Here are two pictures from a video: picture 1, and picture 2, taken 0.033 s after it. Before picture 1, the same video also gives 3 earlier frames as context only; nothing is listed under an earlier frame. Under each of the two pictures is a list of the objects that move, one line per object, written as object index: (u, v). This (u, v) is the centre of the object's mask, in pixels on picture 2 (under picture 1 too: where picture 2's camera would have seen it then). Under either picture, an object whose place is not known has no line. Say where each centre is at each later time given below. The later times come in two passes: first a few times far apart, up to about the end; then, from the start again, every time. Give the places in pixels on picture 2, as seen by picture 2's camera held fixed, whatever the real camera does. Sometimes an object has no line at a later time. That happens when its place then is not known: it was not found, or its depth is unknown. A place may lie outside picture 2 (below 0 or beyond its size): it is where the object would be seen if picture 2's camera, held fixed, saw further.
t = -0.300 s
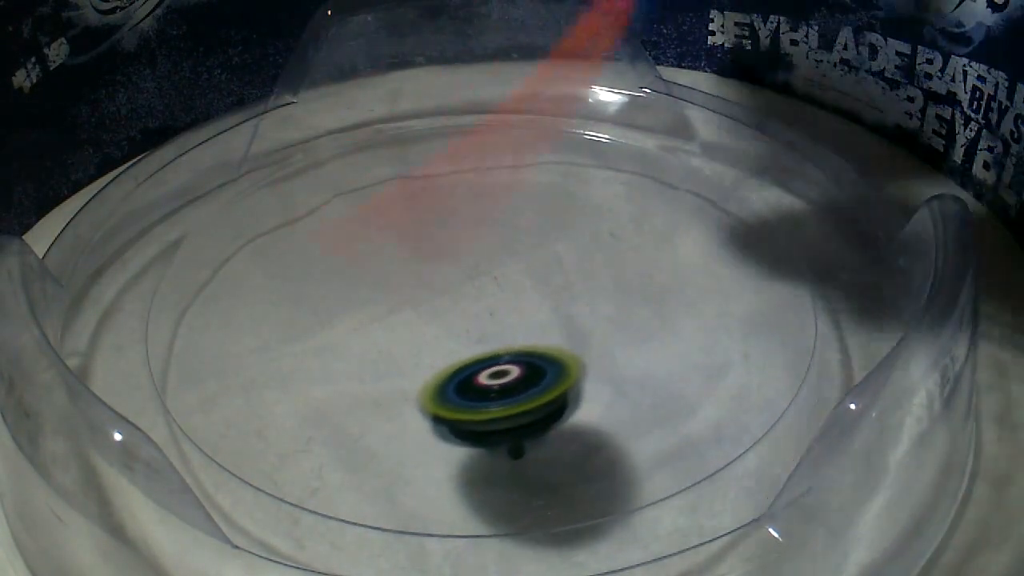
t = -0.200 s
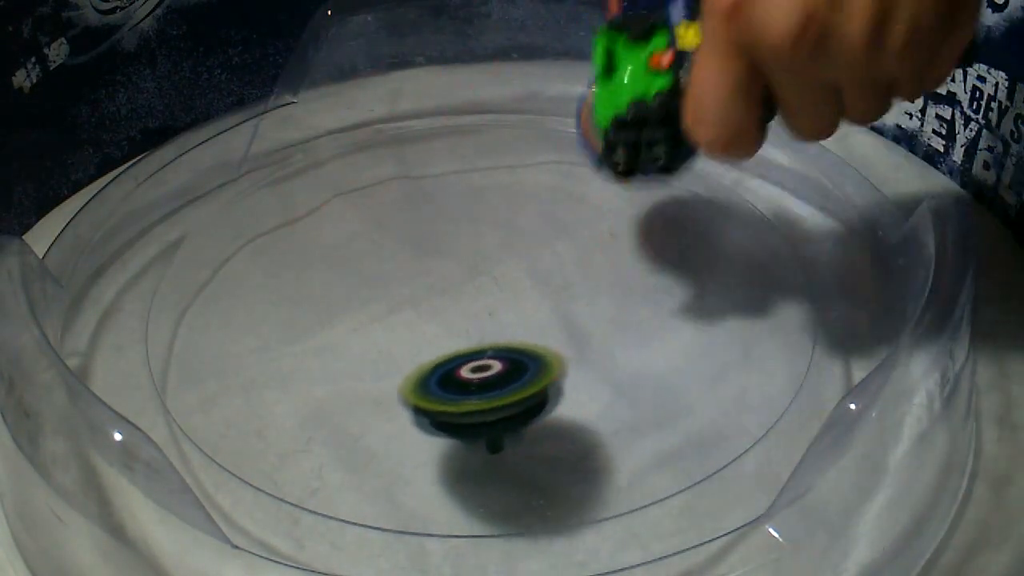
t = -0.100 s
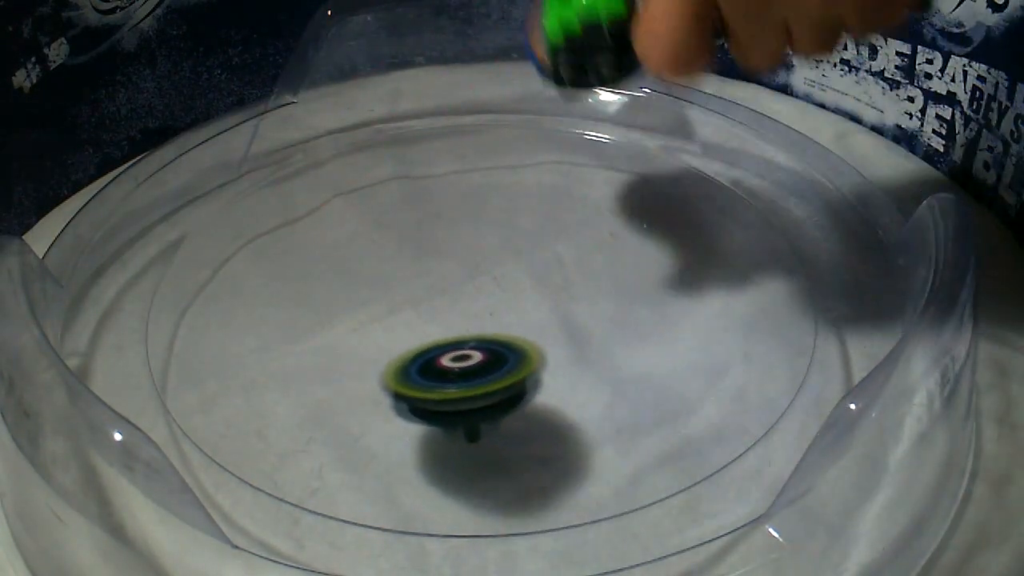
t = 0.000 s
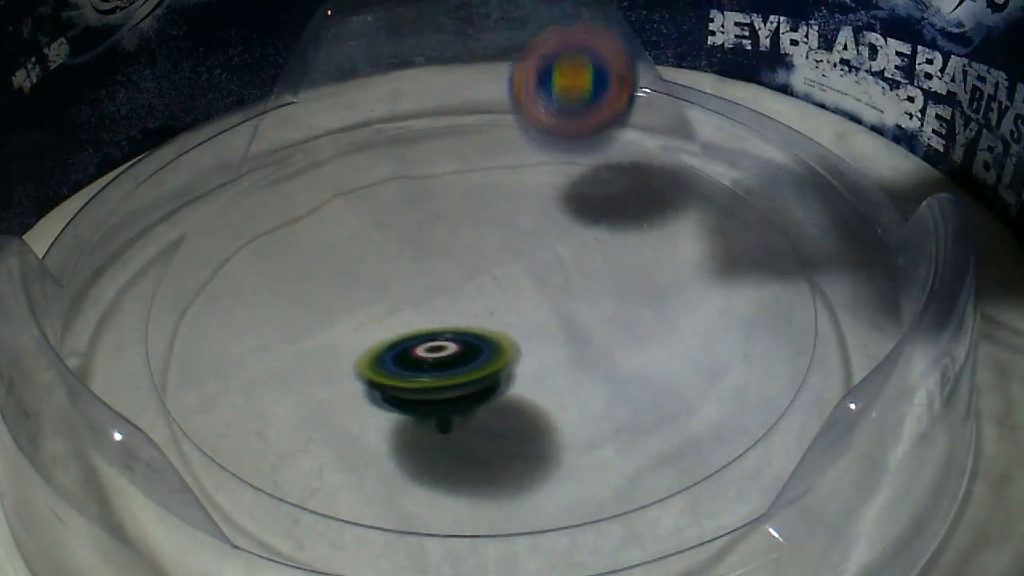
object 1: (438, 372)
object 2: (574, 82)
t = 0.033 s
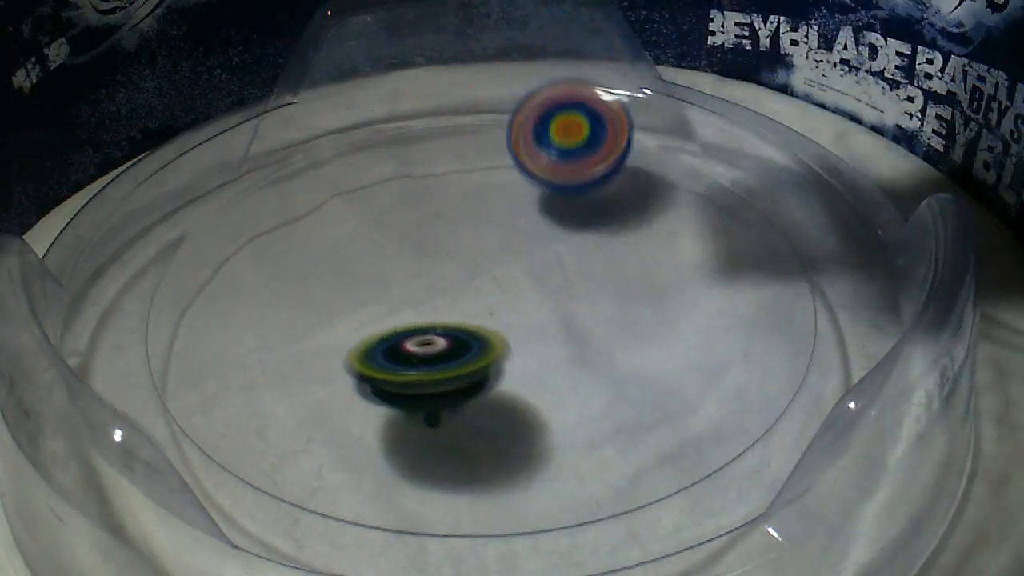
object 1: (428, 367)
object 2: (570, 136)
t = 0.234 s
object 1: (365, 351)
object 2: (567, 241)
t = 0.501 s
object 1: (321, 331)
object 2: (601, 382)
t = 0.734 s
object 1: (312, 309)
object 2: (639, 320)
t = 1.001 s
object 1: (305, 272)
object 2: (710, 170)
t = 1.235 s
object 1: (310, 245)
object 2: (704, 173)
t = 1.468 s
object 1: (332, 225)
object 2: (691, 208)
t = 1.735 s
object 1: (377, 201)
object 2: (669, 253)
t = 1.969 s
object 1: (428, 184)
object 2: (676, 291)
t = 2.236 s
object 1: (483, 179)
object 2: (689, 318)
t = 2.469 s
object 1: (527, 181)
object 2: (671, 337)
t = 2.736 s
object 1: (566, 195)
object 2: (623, 363)
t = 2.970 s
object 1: (609, 224)
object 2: (588, 390)
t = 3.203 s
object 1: (636, 243)
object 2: (559, 407)
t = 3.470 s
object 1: (622, 282)
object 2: (512, 406)
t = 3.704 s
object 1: (612, 330)
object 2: (447, 393)
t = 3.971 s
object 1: (606, 334)
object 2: (371, 376)
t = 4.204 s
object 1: (486, 345)
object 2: (324, 359)
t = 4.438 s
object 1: (547, 313)
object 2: (210, 325)
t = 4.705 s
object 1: (423, 297)
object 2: (204, 296)
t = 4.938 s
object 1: (424, 342)
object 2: (244, 272)
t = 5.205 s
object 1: (468, 284)
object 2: (310, 251)
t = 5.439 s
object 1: (446, 263)
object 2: (326, 204)
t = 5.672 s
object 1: (442, 275)
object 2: (362, 189)
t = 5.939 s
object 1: (482, 274)
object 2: (432, 181)
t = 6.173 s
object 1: (539, 254)
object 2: (492, 171)
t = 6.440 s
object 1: (527, 277)
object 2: (539, 154)
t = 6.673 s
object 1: (532, 290)
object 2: (568, 178)
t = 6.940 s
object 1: (522, 305)
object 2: (615, 215)
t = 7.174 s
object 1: (506, 325)
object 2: (657, 240)
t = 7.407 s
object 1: (503, 320)
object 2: (673, 267)
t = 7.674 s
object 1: (457, 314)
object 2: (663, 308)
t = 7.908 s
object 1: (444, 303)
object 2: (632, 343)
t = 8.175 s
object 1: (435, 293)
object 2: (579, 375)
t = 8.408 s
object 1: (439, 276)
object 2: (518, 392)
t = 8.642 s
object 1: (465, 267)
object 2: (452, 391)
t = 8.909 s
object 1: (476, 267)
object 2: (384, 374)
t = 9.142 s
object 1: (494, 268)
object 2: (343, 349)
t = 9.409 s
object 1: (508, 275)
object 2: (320, 313)
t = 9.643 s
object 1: (510, 285)
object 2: (318, 279)
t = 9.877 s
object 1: (502, 293)
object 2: (337, 249)
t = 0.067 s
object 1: (418, 366)
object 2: (569, 120)
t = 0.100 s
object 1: (407, 364)
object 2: (568, 126)
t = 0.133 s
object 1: (396, 360)
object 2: (567, 158)
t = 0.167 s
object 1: (384, 357)
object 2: (566, 192)
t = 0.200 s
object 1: (375, 352)
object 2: (567, 206)
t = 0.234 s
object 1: (365, 351)
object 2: (567, 241)
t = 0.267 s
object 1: (356, 348)
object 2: (570, 258)
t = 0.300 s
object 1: (348, 345)
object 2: (573, 286)
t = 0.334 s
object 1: (341, 342)
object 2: (577, 311)
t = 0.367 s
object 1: (333, 339)
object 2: (581, 330)
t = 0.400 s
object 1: (329, 335)
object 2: (586, 350)
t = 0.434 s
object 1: (325, 333)
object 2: (591, 364)
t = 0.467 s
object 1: (323, 332)
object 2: (596, 375)
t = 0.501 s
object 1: (321, 331)
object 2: (601, 382)
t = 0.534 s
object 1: (321, 329)
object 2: (605, 385)
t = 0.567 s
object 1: (320, 327)
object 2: (611, 384)
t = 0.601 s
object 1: (319, 324)
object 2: (618, 379)
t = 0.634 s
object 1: (317, 320)
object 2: (625, 370)
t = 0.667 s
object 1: (315, 317)
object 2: (630, 356)
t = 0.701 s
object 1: (314, 313)
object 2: (634, 339)
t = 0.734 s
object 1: (312, 309)
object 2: (639, 320)
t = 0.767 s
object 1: (310, 305)
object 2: (645, 299)
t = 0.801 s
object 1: (308, 300)
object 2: (653, 278)
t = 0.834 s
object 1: (307, 296)
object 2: (662, 256)
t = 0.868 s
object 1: (306, 291)
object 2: (672, 235)
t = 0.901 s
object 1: (306, 286)
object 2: (682, 215)
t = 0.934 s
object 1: (306, 282)
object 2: (692, 196)
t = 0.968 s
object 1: (306, 278)
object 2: (701, 180)
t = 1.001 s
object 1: (305, 272)
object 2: (710, 170)
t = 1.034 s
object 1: (305, 268)
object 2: (719, 161)
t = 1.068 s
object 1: (304, 264)
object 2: (723, 158)
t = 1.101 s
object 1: (305, 260)
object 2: (718, 161)
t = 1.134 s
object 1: (305, 256)
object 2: (715, 161)
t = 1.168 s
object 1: (306, 252)
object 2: (711, 164)
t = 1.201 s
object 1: (307, 248)
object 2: (708, 169)
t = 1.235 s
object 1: (310, 245)
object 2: (704, 173)
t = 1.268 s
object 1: (312, 241)
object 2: (701, 176)
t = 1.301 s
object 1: (315, 239)
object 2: (698, 182)
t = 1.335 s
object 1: (318, 236)
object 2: (696, 187)
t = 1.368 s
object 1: (320, 233)
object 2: (693, 192)
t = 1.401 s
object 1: (324, 230)
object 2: (692, 197)
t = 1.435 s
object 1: (328, 228)
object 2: (691, 203)
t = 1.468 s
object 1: (332, 225)
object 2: (691, 208)
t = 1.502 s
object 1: (336, 222)
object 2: (690, 214)
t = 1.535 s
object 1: (341, 219)
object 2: (687, 220)
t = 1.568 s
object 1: (346, 217)
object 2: (684, 225)
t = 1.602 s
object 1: (352, 214)
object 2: (681, 231)
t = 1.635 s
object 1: (358, 211)
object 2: (677, 236)
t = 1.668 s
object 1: (364, 207)
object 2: (674, 242)
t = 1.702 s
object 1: (371, 204)
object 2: (671, 247)
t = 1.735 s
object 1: (377, 201)
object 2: (669, 253)
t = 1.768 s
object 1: (384, 198)
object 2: (667, 258)
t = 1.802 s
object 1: (390, 195)
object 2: (667, 264)
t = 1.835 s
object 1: (398, 193)
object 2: (667, 270)
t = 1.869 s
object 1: (406, 191)
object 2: (669, 275)
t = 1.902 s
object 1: (413, 188)
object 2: (670, 281)
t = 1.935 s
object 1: (420, 186)
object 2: (673, 286)
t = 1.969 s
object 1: (428, 184)
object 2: (676, 291)
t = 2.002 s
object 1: (436, 183)
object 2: (679, 295)
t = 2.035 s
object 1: (443, 181)
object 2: (682, 299)
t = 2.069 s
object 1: (450, 180)
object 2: (685, 303)
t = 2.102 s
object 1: (457, 180)
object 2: (686, 307)
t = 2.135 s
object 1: (464, 179)
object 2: (687, 310)
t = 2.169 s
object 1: (469, 179)
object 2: (688, 313)
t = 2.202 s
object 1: (476, 179)
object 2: (689, 316)
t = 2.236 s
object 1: (483, 179)
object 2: (689, 318)
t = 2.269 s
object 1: (490, 179)
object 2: (689, 321)
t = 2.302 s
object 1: (497, 179)
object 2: (688, 324)
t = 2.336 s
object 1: (504, 180)
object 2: (686, 326)
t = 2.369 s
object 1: (511, 180)
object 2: (684, 329)
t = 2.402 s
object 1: (517, 180)
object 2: (680, 332)
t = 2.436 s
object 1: (522, 180)
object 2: (676, 334)
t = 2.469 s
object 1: (527, 181)
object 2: (671, 337)
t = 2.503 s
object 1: (532, 181)
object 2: (666, 340)
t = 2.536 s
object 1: (538, 183)
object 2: (660, 343)
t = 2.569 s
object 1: (542, 184)
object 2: (654, 345)
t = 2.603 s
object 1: (546, 185)
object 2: (647, 349)
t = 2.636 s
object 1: (552, 187)
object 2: (641, 352)
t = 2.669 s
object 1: (556, 190)
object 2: (634, 355)
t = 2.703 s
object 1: (561, 192)
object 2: (629, 359)
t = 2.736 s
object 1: (566, 195)
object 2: (623, 363)
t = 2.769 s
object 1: (572, 199)
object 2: (617, 367)
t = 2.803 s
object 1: (578, 203)
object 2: (612, 371)
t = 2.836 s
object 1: (585, 207)
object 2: (607, 376)
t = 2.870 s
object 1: (590, 212)
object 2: (601, 380)
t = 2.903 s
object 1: (597, 216)
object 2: (597, 383)
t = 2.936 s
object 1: (603, 220)
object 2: (593, 387)
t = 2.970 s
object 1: (609, 224)
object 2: (588, 390)
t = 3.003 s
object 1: (615, 227)
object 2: (584, 393)
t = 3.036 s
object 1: (620, 231)
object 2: (580, 396)
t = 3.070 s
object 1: (625, 233)
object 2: (575, 398)
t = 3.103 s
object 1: (629, 236)
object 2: (571, 400)
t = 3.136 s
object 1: (632, 238)
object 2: (567, 402)
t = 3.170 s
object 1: (634, 241)
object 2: (563, 405)
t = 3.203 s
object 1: (636, 243)
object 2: (559, 407)
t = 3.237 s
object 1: (636, 246)
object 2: (554, 408)
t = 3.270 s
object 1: (636, 249)
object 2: (549, 409)
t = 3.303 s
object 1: (635, 253)
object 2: (544, 409)
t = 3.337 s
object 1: (634, 257)
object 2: (539, 409)
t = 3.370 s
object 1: (631, 263)
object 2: (533, 409)
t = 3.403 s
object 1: (628, 269)
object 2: (526, 409)
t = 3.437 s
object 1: (625, 275)
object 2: (520, 407)
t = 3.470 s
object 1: (622, 282)
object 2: (512, 406)
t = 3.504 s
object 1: (619, 290)
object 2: (505, 405)
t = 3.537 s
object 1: (616, 298)
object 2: (496, 403)
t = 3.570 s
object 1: (614, 306)
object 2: (487, 401)
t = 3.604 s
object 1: (613, 313)
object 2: (478, 399)
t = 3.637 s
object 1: (611, 320)
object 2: (467, 397)
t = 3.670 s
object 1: (611, 325)
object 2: (457, 395)
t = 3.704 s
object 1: (612, 330)
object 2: (447, 393)
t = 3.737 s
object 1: (613, 334)
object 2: (436, 391)
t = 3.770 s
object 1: (615, 337)
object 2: (426, 389)
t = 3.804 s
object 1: (619, 338)
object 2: (416, 387)
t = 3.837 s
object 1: (620, 339)
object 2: (406, 385)
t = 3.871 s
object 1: (621, 338)
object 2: (397, 383)
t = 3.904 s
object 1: (620, 337)
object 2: (388, 380)
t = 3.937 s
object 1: (615, 335)
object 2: (379, 378)
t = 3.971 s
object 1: (606, 334)
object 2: (371, 376)
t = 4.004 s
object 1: (594, 333)
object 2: (362, 374)
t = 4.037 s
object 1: (578, 334)
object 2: (354, 371)
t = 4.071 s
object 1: (560, 335)
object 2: (347, 369)
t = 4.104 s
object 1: (540, 337)
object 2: (340, 367)
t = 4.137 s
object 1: (522, 339)
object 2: (334, 365)
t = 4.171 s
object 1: (503, 342)
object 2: (329, 362)
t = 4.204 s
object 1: (486, 345)
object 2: (324, 359)
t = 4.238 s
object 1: (502, 345)
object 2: (292, 353)
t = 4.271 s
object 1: (525, 345)
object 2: (263, 346)
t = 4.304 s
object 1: (541, 343)
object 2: (245, 339)
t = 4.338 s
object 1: (551, 338)
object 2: (233, 335)
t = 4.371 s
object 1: (554, 331)
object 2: (223, 331)
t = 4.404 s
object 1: (553, 322)
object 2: (216, 328)
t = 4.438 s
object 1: (547, 313)
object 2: (210, 325)
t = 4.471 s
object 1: (537, 306)
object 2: (205, 321)
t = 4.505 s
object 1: (524, 300)
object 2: (202, 318)
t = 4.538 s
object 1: (507, 295)
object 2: (200, 314)
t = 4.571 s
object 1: (490, 292)
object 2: (199, 311)
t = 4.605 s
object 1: (472, 291)
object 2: (198, 307)
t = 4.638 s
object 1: (454, 292)
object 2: (199, 303)
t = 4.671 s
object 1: (438, 294)
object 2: (200, 300)
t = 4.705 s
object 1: (423, 297)
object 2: (204, 296)
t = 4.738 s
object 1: (411, 302)
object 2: (208, 292)
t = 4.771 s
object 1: (401, 309)
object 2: (213, 289)
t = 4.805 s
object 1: (396, 316)
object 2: (219, 286)
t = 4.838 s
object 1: (395, 324)
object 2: (224, 282)
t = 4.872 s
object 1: (400, 332)
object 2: (231, 278)
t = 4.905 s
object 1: (410, 338)
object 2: (237, 274)
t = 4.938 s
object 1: (424, 342)
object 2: (244, 272)
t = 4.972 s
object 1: (440, 342)
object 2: (251, 269)
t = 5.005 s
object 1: (455, 338)
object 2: (258, 267)
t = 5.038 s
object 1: (466, 332)
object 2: (266, 265)
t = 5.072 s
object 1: (474, 323)
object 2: (275, 263)
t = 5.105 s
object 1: (478, 313)
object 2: (284, 261)
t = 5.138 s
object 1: (478, 303)
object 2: (292, 258)
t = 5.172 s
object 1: (474, 293)
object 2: (301, 254)
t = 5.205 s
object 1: (468, 284)
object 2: (310, 251)
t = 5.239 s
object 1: (459, 277)
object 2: (319, 246)
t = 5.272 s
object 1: (456, 271)
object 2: (321, 239)
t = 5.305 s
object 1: (457, 269)
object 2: (320, 230)
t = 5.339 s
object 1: (458, 269)
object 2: (321, 221)
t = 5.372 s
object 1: (456, 269)
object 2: (322, 214)
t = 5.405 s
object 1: (452, 266)
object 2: (323, 209)
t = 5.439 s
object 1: (446, 263)
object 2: (326, 204)
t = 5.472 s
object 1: (440, 261)
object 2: (329, 199)
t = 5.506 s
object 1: (435, 262)
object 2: (332, 195)
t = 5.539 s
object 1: (431, 265)
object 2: (336, 192)
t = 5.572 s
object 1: (431, 268)
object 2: (341, 190)
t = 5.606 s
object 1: (434, 272)
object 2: (348, 190)
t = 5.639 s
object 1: (438, 274)
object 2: (355, 189)
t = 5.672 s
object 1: (442, 275)
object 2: (362, 189)
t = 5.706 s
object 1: (447, 274)
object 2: (370, 188)
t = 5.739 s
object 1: (451, 273)
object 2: (378, 188)
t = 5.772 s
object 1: (454, 271)
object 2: (386, 187)
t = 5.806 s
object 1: (457, 268)
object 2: (394, 186)
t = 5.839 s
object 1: (460, 268)
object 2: (403, 184)
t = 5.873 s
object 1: (465, 268)
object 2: (412, 182)
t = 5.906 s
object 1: (472, 271)
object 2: (423, 181)
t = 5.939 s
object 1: (482, 274)
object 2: (432, 181)
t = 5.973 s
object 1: (494, 276)
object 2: (442, 181)
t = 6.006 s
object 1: (508, 276)
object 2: (451, 180)
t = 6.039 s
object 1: (519, 274)
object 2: (460, 179)
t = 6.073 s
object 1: (527, 269)
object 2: (468, 178)
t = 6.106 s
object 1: (535, 264)
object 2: (477, 175)
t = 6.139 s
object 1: (539, 258)
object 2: (485, 173)
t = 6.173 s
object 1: (539, 254)
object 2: (492, 171)
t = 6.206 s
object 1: (537, 258)
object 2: (500, 167)
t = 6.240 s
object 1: (534, 264)
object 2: (508, 162)
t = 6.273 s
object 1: (530, 268)
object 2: (514, 158)
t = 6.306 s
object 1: (527, 271)
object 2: (520, 155)
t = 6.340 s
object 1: (524, 273)
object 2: (525, 153)
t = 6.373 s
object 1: (523, 273)
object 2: (530, 153)
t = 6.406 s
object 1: (525, 273)
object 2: (535, 153)
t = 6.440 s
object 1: (527, 277)
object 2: (539, 154)
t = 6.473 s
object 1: (528, 283)
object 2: (543, 156)
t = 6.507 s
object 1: (529, 288)
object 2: (548, 159)
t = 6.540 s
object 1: (532, 290)
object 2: (551, 162)
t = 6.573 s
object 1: (533, 291)
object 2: (556, 165)
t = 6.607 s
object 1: (533, 291)
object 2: (560, 169)
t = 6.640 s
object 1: (532, 291)
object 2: (564, 173)
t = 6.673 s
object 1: (532, 290)
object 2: (568, 178)
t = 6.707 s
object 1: (532, 289)
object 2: (572, 184)
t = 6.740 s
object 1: (532, 288)
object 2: (577, 189)
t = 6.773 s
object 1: (535, 288)
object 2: (582, 193)
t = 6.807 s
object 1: (536, 289)
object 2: (586, 197)
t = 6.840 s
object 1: (538, 290)
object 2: (592, 201)
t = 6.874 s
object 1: (534, 294)
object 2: (600, 206)
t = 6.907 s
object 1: (527, 299)
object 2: (608, 211)
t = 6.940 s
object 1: (522, 305)
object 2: (615, 215)
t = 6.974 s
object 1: (512, 315)
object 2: (627, 220)
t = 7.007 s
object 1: (510, 318)
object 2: (630, 221)
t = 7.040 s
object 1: (507, 323)
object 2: (636, 224)
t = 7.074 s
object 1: (505, 326)
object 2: (644, 229)
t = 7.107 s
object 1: (505, 326)
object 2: (647, 231)
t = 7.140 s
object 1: (505, 326)
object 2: (651, 234)
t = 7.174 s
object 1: (506, 325)
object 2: (657, 240)
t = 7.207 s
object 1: (507, 325)
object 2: (659, 242)
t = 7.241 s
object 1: (507, 323)
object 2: (664, 248)
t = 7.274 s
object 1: (508, 322)
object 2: (667, 252)
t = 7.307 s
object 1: (508, 321)
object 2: (668, 255)
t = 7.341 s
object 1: (506, 320)
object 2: (671, 261)
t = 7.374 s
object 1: (504, 320)
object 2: (673, 265)
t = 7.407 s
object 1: (503, 320)
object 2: (673, 267)
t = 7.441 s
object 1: (496, 319)
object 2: (674, 274)
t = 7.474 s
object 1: (491, 319)
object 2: (674, 279)
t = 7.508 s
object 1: (488, 320)
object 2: (674, 281)
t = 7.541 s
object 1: (479, 320)
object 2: (673, 288)
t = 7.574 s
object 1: (473, 319)
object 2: (671, 293)
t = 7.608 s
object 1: (467, 318)
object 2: (669, 298)
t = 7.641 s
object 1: (462, 316)
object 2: (666, 303)
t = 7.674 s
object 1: (457, 314)
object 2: (663, 308)
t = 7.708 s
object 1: (453, 312)
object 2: (659, 313)
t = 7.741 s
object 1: (450, 311)
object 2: (655, 318)
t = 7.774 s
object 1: (448, 309)
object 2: (651, 323)
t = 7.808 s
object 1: (447, 307)
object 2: (646, 329)
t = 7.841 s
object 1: (446, 306)
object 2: (642, 333)
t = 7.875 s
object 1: (445, 304)
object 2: (638, 338)
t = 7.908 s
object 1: (444, 303)
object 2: (632, 343)
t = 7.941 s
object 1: (444, 302)
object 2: (627, 347)
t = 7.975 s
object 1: (444, 301)
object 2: (621, 351)
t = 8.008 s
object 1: (442, 300)
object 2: (614, 356)
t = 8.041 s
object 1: (441, 299)
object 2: (608, 360)
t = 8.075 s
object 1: (440, 298)
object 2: (601, 364)
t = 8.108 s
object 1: (438, 297)
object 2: (594, 368)
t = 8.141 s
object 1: (437, 295)
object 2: (586, 372)
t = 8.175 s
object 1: (435, 293)
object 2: (579, 375)
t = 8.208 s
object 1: (434, 291)
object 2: (571, 378)
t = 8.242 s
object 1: (433, 289)
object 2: (563, 381)
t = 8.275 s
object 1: (432, 286)
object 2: (554, 384)
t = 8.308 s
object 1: (432, 283)
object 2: (545, 387)
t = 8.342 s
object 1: (434, 280)
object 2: (536, 389)
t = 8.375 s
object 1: (436, 278)
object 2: (527, 390)
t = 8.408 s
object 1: (439, 276)
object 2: (518, 392)
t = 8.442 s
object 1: (442, 274)
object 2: (508, 393)
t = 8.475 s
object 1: (446, 272)
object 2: (498, 393)
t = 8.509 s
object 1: (450, 270)
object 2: (489, 394)
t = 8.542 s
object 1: (454, 270)
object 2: (480, 394)
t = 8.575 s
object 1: (459, 268)
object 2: (470, 393)
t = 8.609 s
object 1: (462, 268)
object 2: (461, 392)
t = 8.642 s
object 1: (465, 267)
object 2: (452, 391)
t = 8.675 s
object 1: (467, 267)
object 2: (443, 390)
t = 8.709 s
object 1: (469, 267)
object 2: (434, 388)
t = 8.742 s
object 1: (470, 267)
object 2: (425, 386)
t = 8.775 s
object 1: (471, 267)
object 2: (417, 384)
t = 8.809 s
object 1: (472, 267)
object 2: (408, 382)
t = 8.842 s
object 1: (473, 267)
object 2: (399, 380)
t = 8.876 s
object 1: (474, 267)
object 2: (391, 377)
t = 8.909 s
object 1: (476, 267)
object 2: (384, 374)
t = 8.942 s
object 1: (478, 266)
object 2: (377, 371)
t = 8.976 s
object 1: (481, 267)
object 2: (370, 368)
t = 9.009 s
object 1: (484, 267)
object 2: (363, 364)
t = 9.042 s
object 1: (487, 267)
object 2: (357, 361)
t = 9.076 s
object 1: (489, 267)
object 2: (352, 357)
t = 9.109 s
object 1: (492, 268)
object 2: (347, 353)
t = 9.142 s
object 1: (494, 268)
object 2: (343, 349)
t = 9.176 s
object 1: (496, 269)
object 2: (338, 345)
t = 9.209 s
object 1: (499, 269)
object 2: (334, 341)
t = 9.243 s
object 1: (500, 270)
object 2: (331, 336)
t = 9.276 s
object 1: (502, 271)
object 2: (328, 332)
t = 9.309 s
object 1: (504, 272)
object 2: (325, 327)
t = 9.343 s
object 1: (506, 273)
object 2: (323, 323)
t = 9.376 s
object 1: (507, 274)
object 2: (322, 318)
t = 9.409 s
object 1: (508, 275)
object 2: (320, 313)
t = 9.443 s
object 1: (509, 277)
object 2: (319, 307)
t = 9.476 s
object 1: (509, 278)
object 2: (318, 303)
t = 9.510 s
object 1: (510, 279)
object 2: (318, 298)
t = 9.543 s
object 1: (510, 281)
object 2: (318, 293)
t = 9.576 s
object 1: (510, 282)
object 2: (318, 288)
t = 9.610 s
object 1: (510, 283)
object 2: (318, 284)
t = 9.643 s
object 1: (510, 285)
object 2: (318, 279)
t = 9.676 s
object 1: (510, 285)
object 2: (320, 274)
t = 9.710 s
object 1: (509, 286)
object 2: (322, 270)
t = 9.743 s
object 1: (507, 287)
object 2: (324, 266)
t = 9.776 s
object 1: (506, 288)
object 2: (327, 261)
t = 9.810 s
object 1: (505, 290)
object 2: (330, 257)
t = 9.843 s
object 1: (503, 292)
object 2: (334, 253)
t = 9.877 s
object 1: (502, 293)
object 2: (337, 249)
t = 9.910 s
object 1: (500, 295)
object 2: (342, 245)
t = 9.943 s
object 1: (498, 296)
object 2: (347, 241)
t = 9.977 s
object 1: (496, 297)
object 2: (351, 237)
